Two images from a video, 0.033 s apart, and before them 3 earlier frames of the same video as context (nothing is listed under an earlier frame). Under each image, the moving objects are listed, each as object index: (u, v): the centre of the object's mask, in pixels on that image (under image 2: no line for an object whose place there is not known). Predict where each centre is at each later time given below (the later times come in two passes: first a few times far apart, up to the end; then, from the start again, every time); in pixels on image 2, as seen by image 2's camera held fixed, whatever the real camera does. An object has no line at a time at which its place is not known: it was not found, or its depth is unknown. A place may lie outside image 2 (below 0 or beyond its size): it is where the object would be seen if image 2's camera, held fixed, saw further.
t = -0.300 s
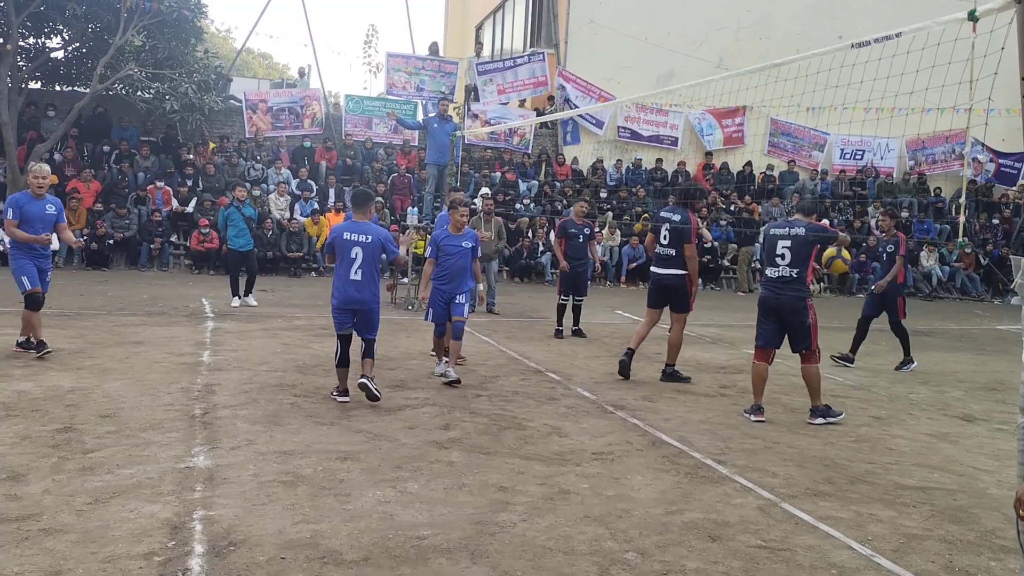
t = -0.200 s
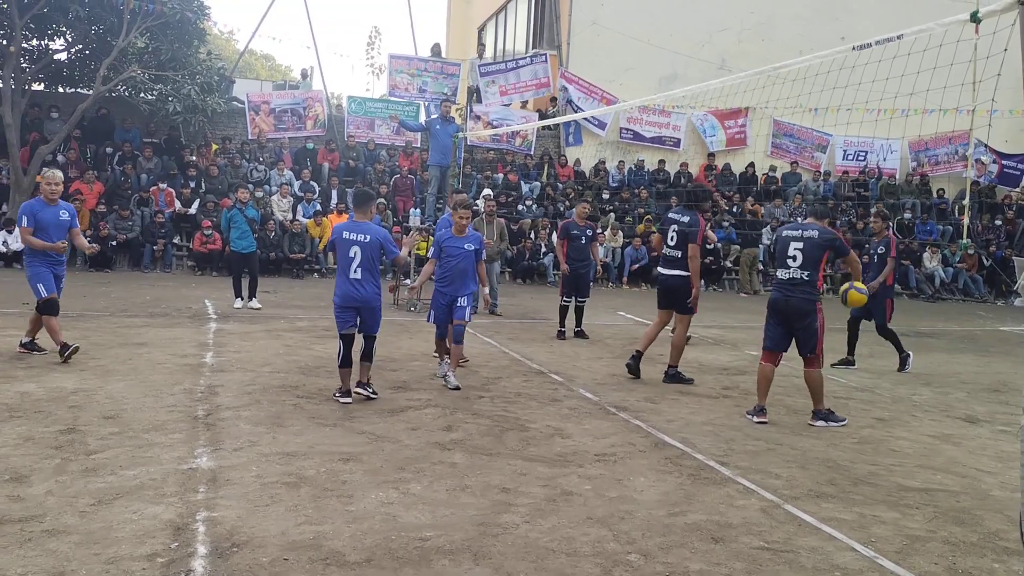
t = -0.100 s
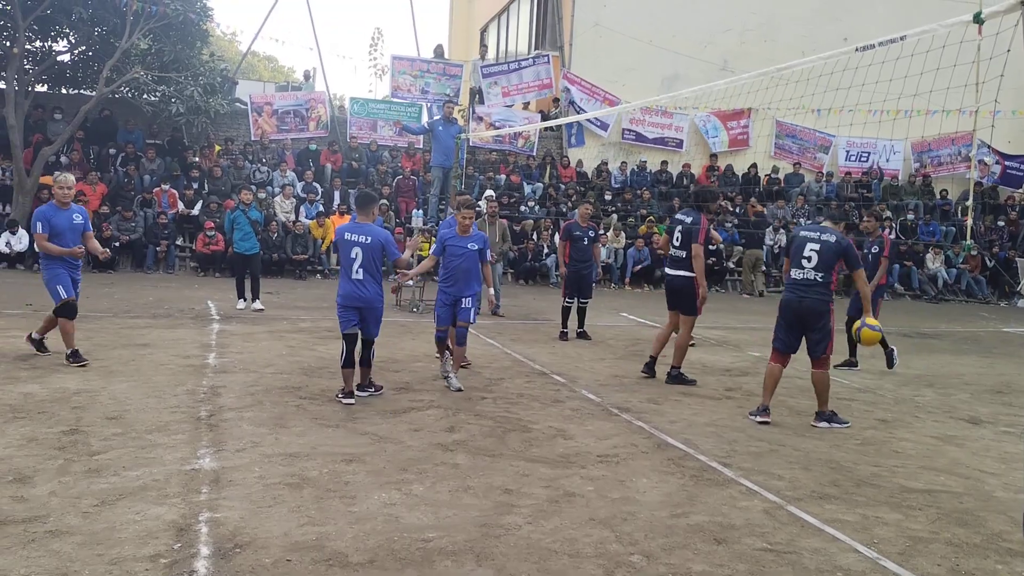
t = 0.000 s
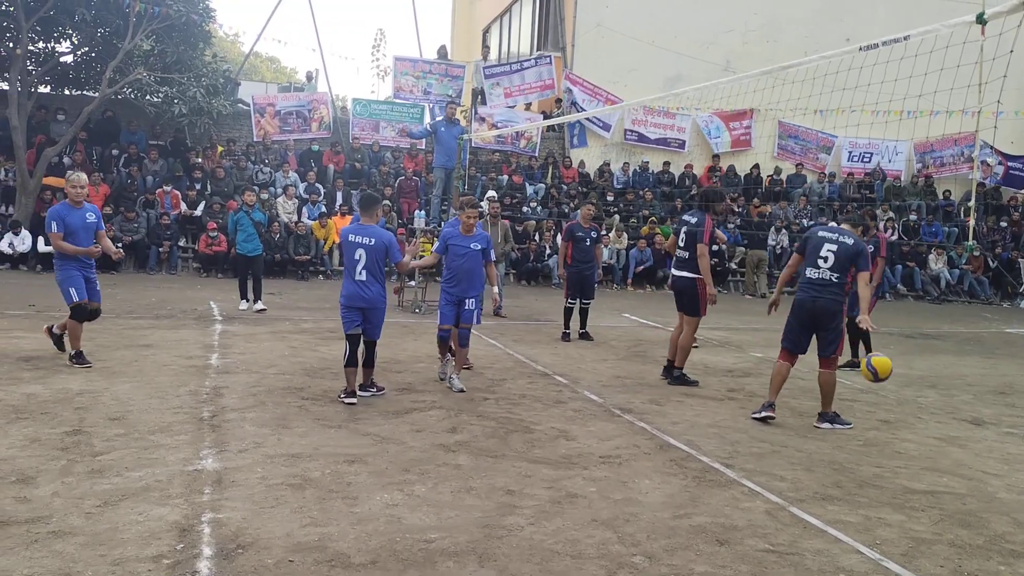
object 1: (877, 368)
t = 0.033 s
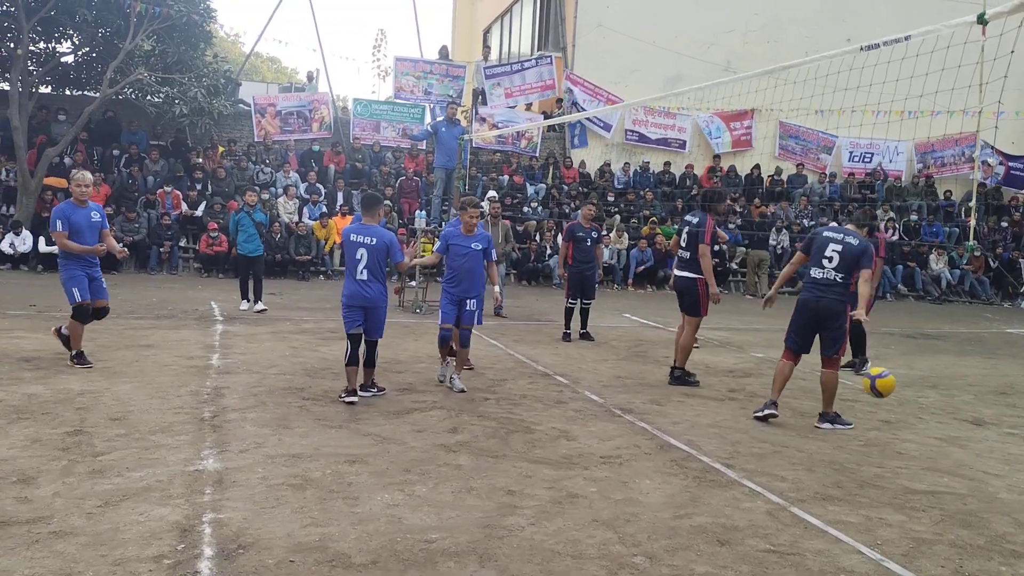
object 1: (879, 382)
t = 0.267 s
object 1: (892, 420)
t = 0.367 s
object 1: (898, 405)
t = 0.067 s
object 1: (881, 399)
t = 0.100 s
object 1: (882, 419)
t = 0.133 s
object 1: (884, 440)
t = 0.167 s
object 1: (886, 450)
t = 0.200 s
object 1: (888, 439)
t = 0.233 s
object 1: (890, 429)
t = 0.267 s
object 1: (892, 420)
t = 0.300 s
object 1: (894, 414)
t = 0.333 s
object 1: (896, 408)
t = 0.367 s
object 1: (898, 405)
